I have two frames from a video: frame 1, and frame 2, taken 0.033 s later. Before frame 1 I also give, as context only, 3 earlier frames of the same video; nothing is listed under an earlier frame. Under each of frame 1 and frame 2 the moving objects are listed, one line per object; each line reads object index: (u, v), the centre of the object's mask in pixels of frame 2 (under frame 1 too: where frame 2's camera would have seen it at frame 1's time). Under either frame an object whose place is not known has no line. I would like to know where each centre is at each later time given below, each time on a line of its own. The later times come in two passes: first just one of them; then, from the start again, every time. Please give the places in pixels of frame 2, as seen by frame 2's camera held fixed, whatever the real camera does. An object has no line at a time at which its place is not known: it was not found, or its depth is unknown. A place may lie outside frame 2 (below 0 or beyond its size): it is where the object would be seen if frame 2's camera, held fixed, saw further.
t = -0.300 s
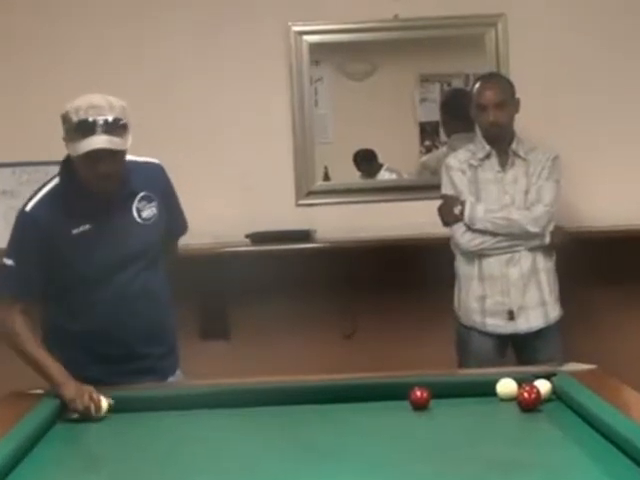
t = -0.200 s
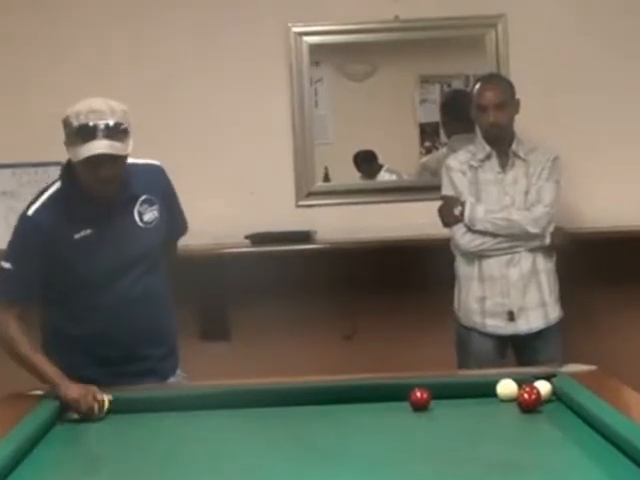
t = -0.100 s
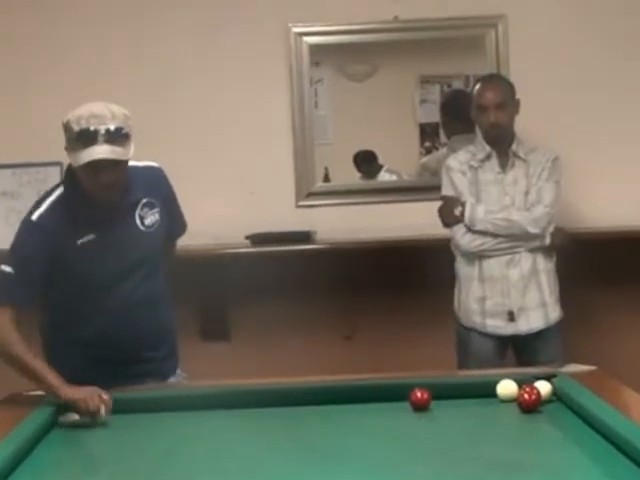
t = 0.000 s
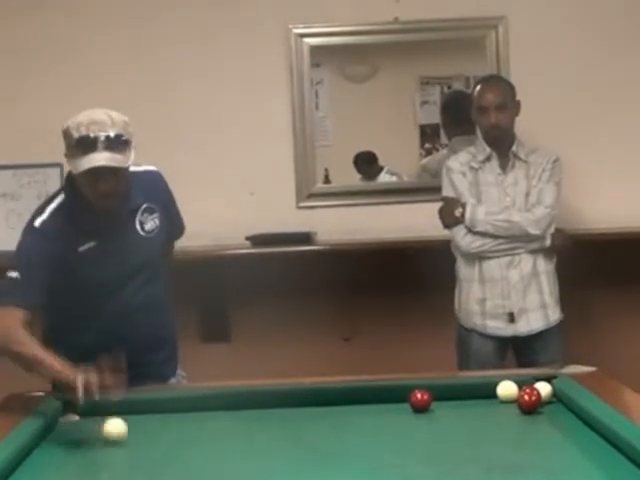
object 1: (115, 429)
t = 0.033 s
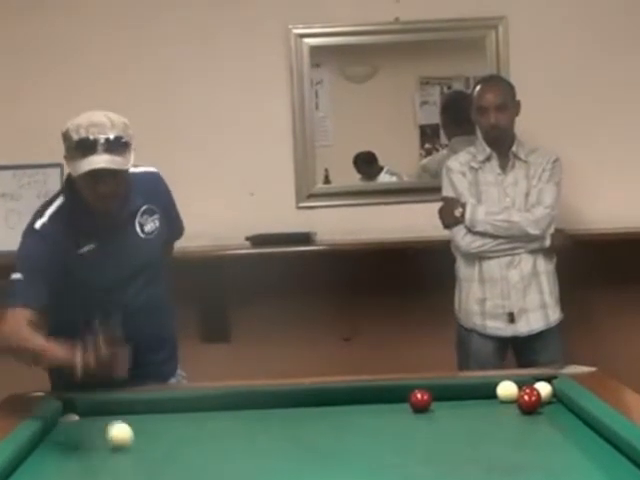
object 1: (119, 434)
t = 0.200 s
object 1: (147, 466)
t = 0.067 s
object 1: (125, 441)
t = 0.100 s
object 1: (131, 447)
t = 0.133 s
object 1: (136, 454)
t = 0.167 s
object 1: (142, 461)
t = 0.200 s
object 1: (147, 466)
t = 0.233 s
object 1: (153, 470)
